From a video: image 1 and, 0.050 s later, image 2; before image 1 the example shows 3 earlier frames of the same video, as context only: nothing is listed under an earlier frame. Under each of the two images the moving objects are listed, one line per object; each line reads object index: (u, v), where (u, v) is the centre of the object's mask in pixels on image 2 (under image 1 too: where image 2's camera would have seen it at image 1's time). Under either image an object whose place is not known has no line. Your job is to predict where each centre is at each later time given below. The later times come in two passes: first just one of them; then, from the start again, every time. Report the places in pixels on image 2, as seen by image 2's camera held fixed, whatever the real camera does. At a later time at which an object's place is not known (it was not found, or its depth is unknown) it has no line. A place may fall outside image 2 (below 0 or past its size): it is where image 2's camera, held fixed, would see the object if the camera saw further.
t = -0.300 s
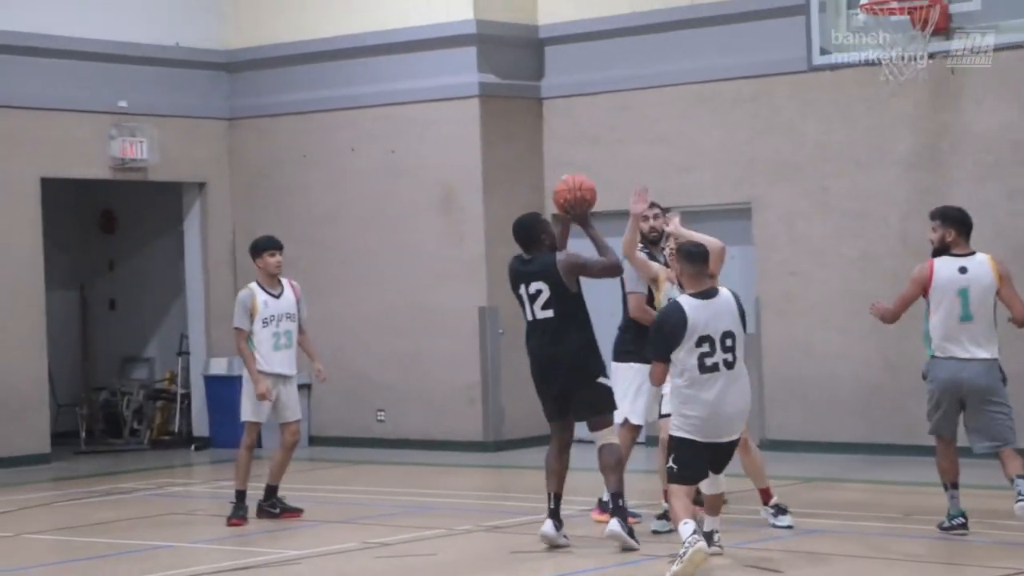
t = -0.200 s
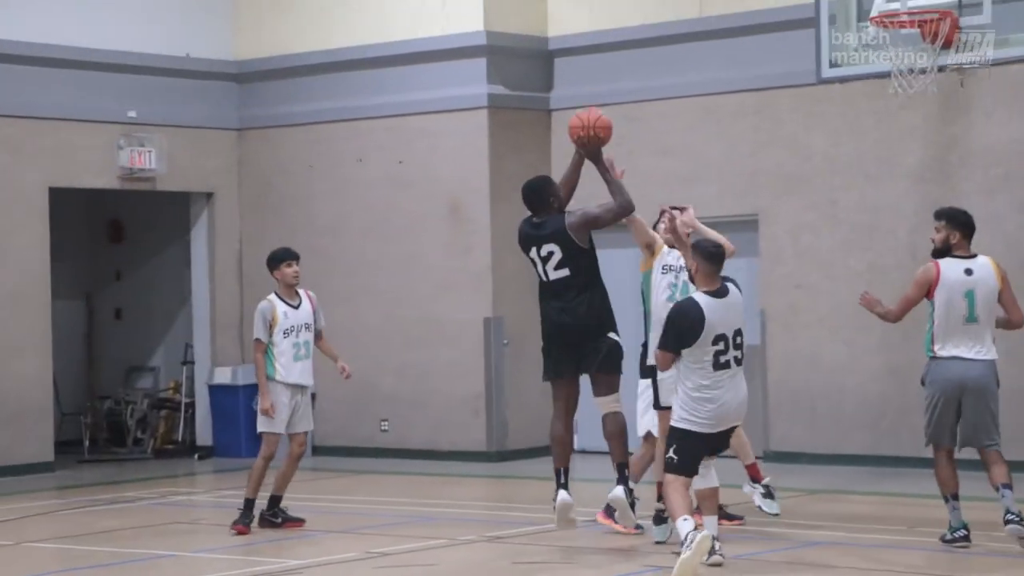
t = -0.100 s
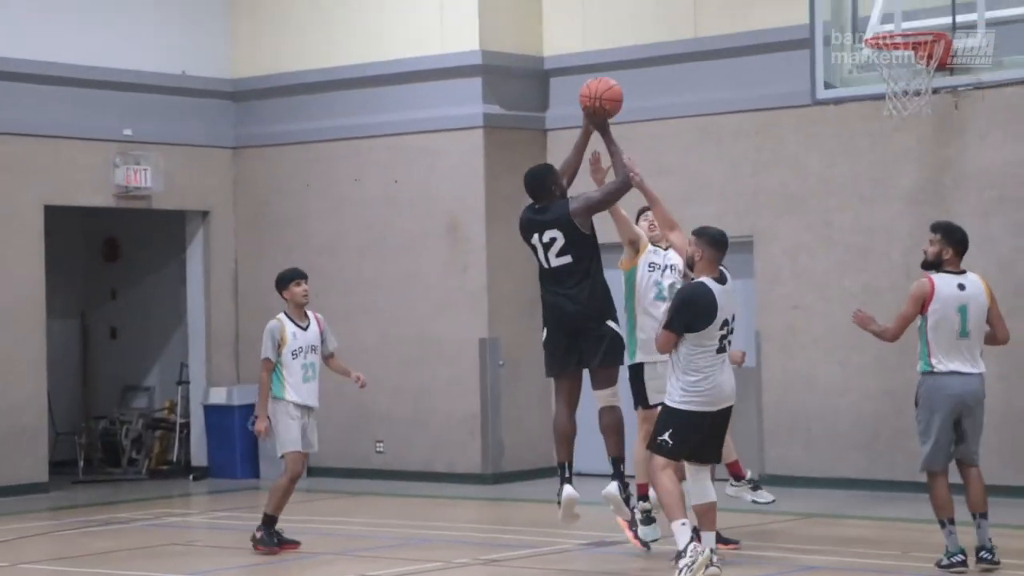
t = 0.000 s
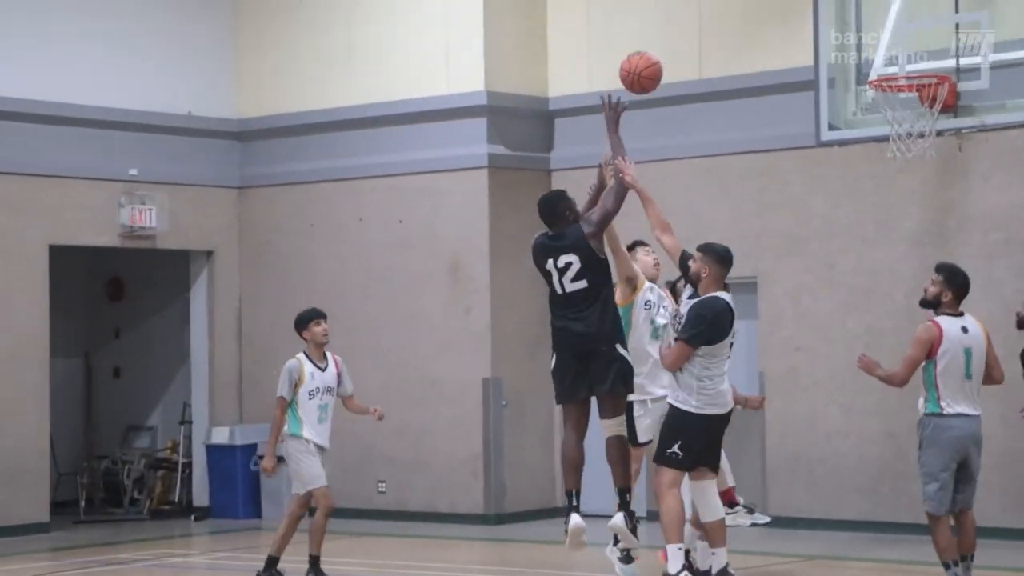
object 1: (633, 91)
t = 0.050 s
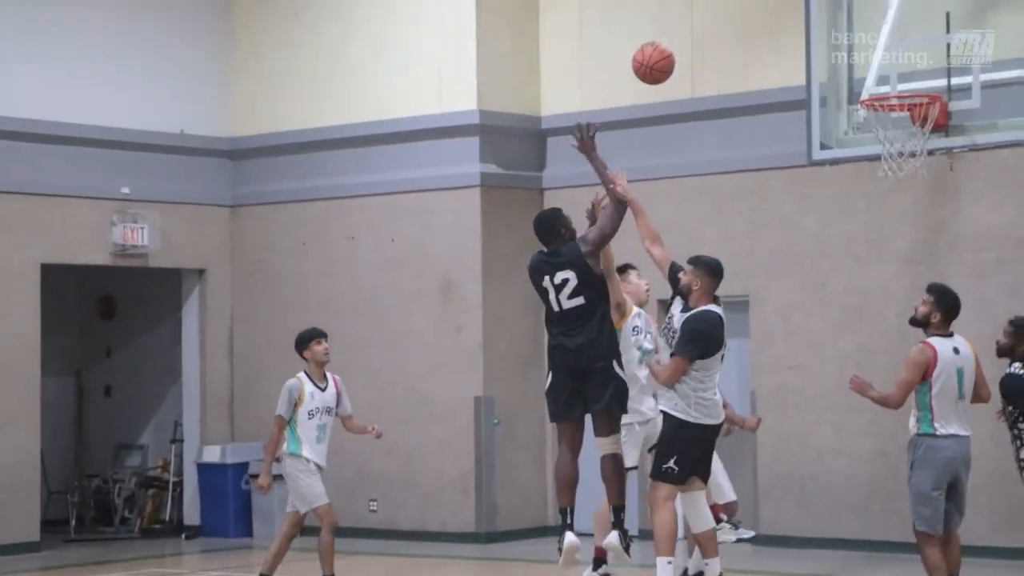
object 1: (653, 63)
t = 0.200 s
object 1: (713, 6)
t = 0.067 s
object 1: (660, 55)
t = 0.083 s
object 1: (666, 47)
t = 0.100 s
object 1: (673, 39)
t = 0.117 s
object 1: (680, 33)
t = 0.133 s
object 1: (686, 26)
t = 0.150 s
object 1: (693, 21)
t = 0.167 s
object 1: (700, 15)
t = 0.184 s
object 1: (706, 10)
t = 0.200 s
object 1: (713, 6)
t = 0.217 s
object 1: (720, 2)
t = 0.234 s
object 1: (726, -2)
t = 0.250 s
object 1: (733, -4)
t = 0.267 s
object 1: (740, -7)
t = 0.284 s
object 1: (746, -8)
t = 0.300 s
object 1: (752, -10)
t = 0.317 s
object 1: (759, -11)
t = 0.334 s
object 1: (765, -11)
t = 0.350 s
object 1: (771, -10)
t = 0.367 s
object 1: (777, -10)
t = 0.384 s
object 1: (783, -8)
